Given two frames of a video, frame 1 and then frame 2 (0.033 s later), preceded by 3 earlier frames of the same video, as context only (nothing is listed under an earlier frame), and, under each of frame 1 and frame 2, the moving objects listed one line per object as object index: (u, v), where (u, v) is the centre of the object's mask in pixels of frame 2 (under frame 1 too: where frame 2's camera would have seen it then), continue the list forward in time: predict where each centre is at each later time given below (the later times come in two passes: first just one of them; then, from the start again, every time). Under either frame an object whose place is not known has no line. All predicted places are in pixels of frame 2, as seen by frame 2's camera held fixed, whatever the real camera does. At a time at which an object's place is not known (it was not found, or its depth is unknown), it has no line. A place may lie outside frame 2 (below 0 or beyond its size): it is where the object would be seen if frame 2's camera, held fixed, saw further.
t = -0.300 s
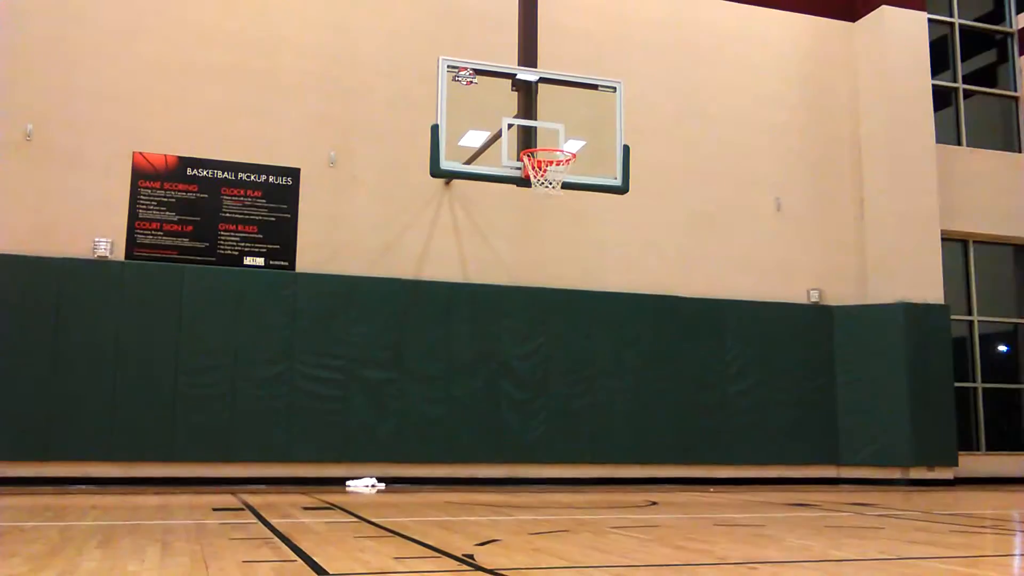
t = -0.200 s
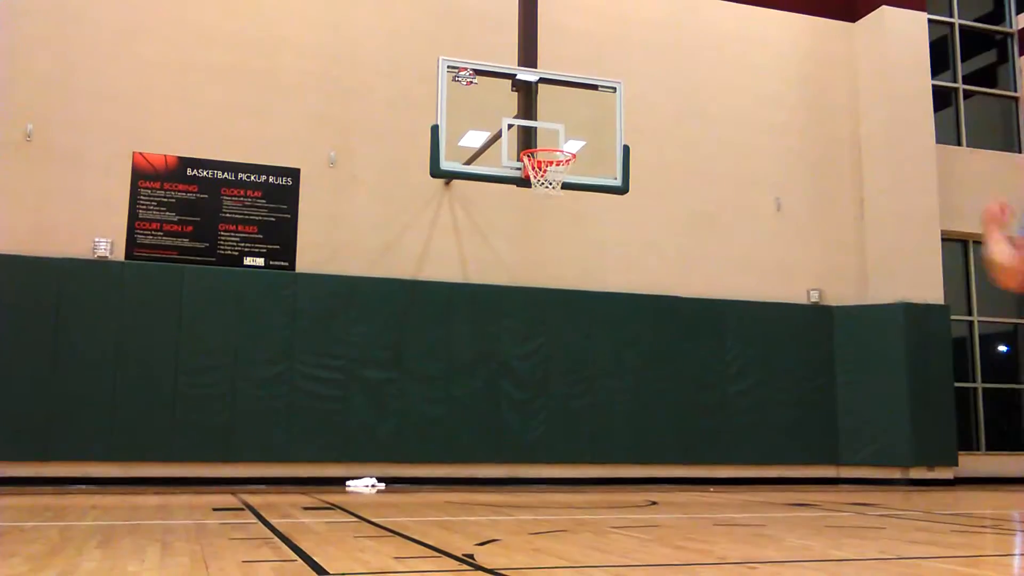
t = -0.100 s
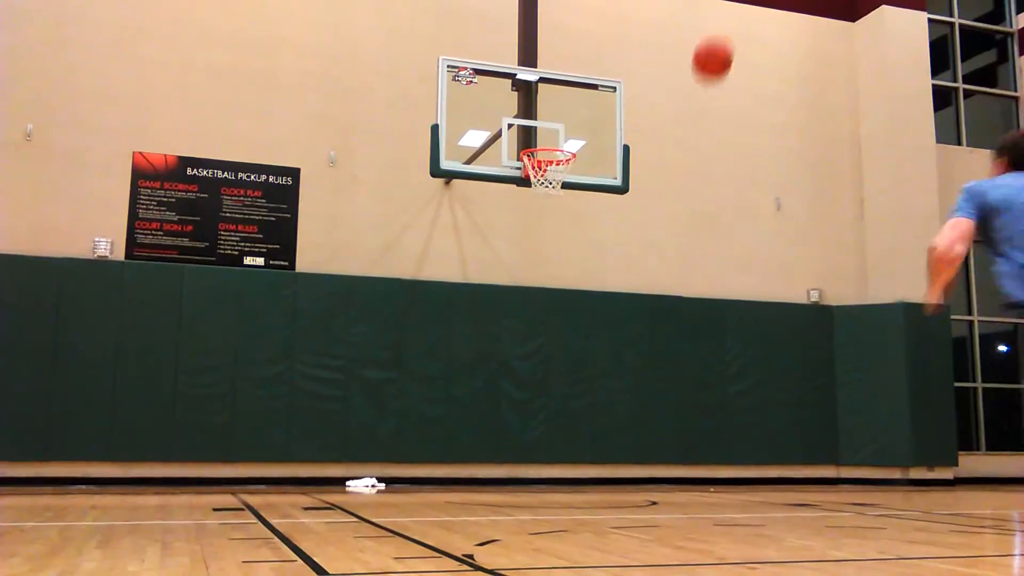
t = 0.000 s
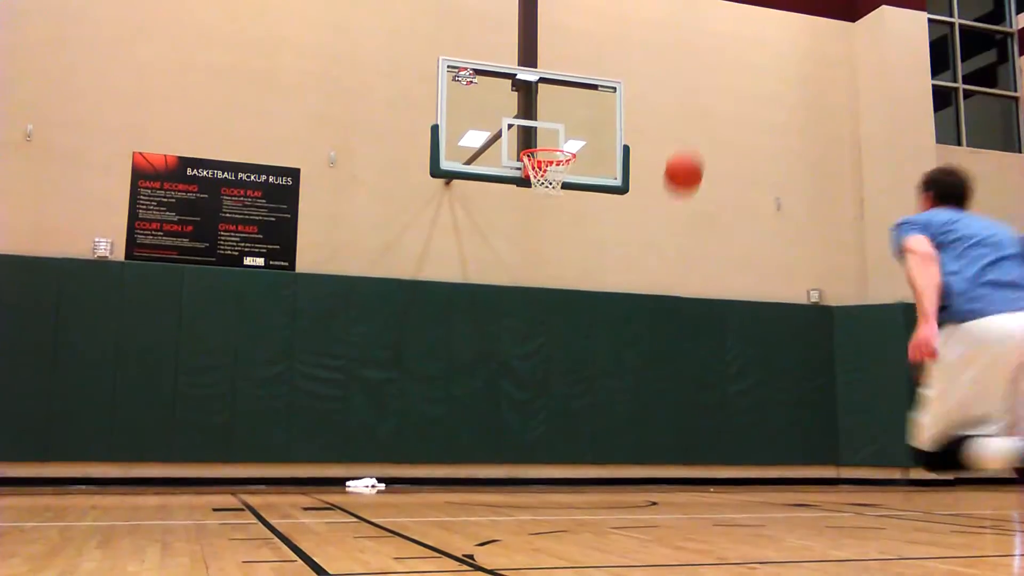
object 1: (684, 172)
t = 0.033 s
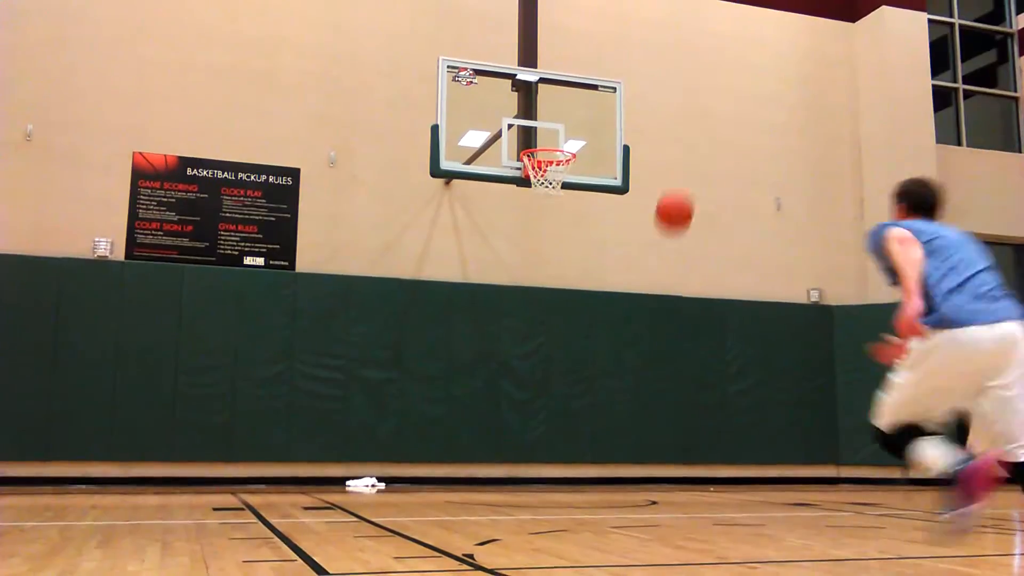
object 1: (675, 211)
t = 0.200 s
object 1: (631, 420)
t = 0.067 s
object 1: (666, 251)
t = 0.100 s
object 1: (656, 296)
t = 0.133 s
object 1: (648, 334)
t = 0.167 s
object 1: (639, 377)
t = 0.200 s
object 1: (631, 420)
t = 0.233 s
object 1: (623, 462)
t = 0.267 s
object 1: (616, 498)
